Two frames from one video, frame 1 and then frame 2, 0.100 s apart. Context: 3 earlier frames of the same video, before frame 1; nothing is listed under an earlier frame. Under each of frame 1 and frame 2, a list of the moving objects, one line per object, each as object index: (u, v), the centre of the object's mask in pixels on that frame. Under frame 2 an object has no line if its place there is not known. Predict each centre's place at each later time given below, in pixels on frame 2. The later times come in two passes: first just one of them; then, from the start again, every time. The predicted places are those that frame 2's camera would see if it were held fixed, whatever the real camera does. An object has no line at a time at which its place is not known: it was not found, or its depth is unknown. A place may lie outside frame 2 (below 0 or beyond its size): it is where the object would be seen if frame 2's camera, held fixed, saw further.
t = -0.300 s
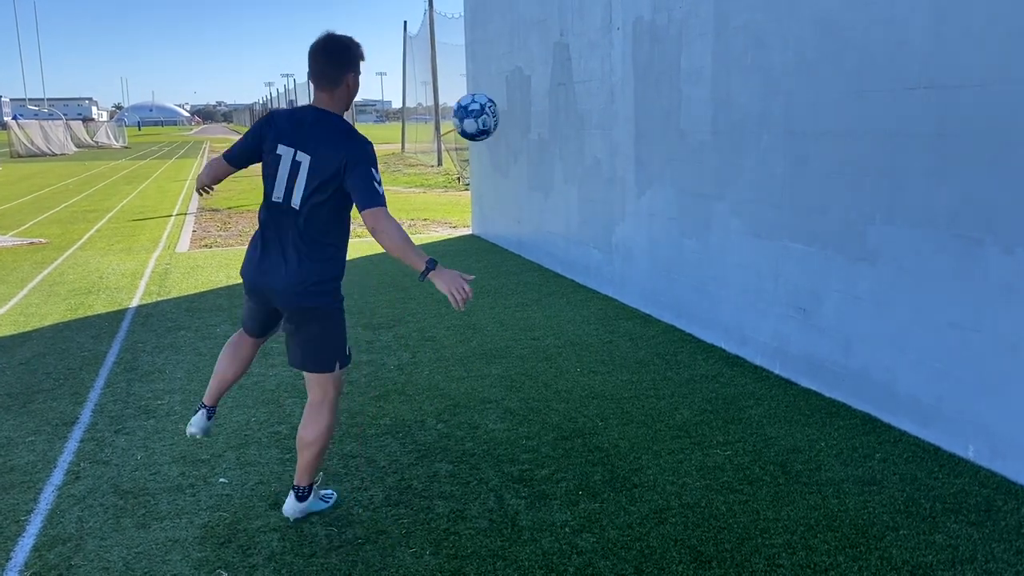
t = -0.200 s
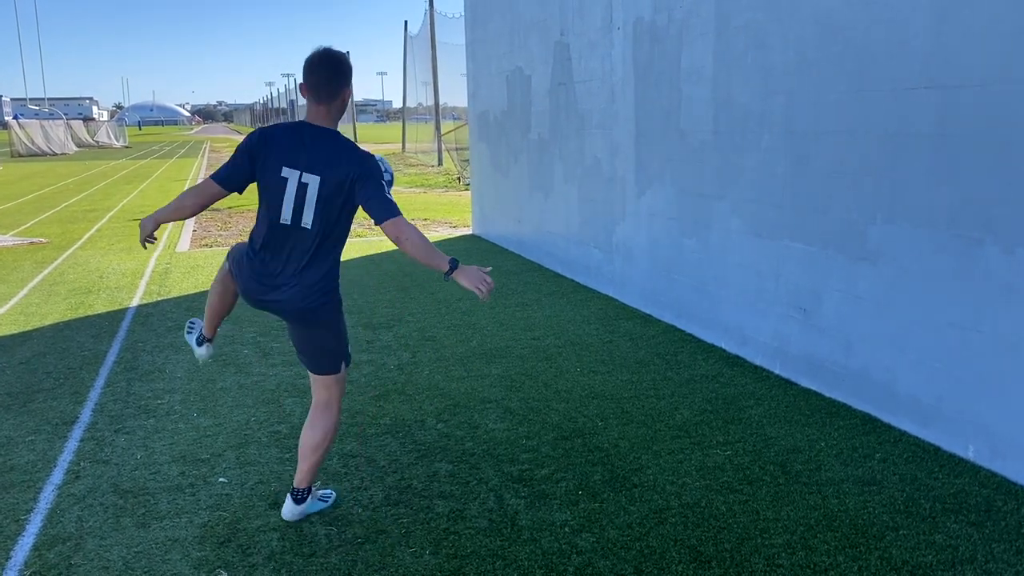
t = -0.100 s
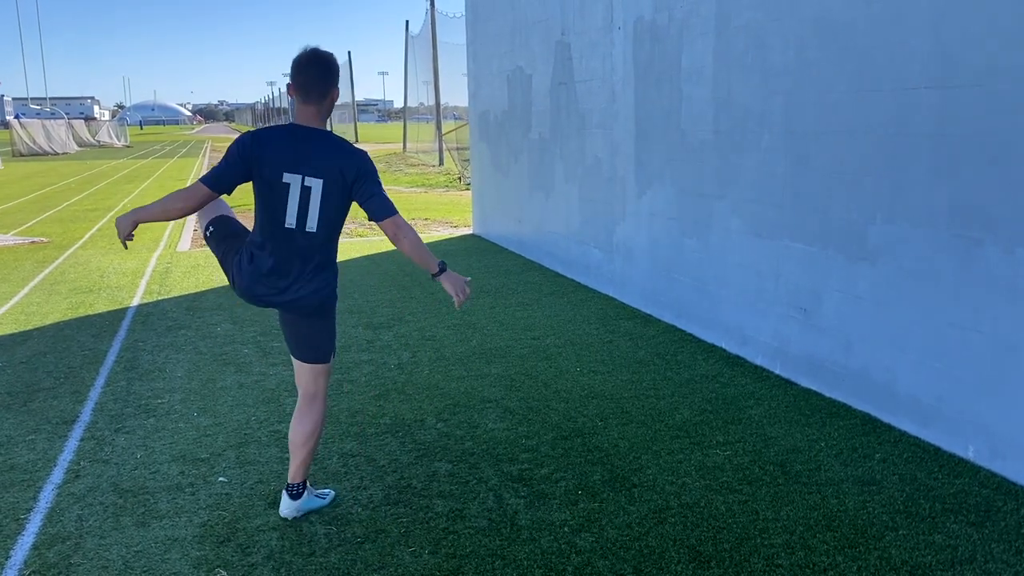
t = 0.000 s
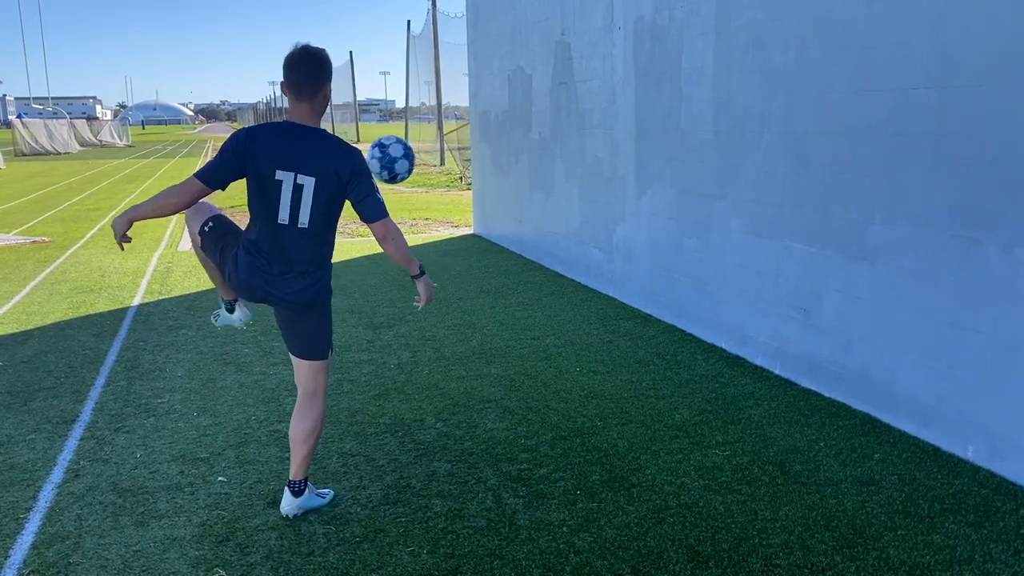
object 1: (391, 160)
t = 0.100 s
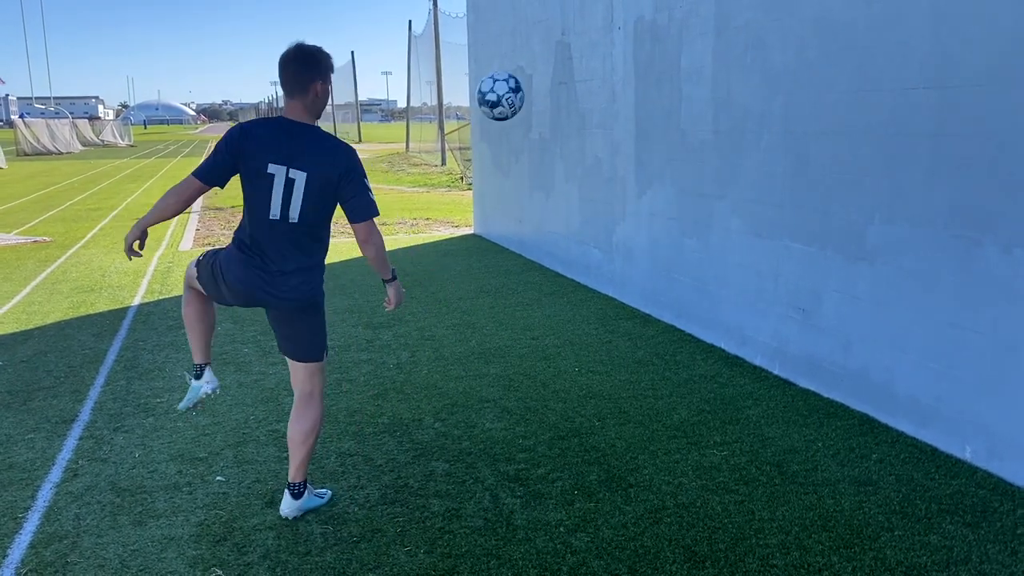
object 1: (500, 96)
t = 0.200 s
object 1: (610, 54)
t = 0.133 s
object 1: (537, 80)
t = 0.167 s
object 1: (573, 66)
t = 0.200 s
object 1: (610, 54)
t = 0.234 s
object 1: (647, 45)
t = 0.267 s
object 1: (684, 38)
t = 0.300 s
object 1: (720, 34)
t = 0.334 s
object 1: (757, 33)
